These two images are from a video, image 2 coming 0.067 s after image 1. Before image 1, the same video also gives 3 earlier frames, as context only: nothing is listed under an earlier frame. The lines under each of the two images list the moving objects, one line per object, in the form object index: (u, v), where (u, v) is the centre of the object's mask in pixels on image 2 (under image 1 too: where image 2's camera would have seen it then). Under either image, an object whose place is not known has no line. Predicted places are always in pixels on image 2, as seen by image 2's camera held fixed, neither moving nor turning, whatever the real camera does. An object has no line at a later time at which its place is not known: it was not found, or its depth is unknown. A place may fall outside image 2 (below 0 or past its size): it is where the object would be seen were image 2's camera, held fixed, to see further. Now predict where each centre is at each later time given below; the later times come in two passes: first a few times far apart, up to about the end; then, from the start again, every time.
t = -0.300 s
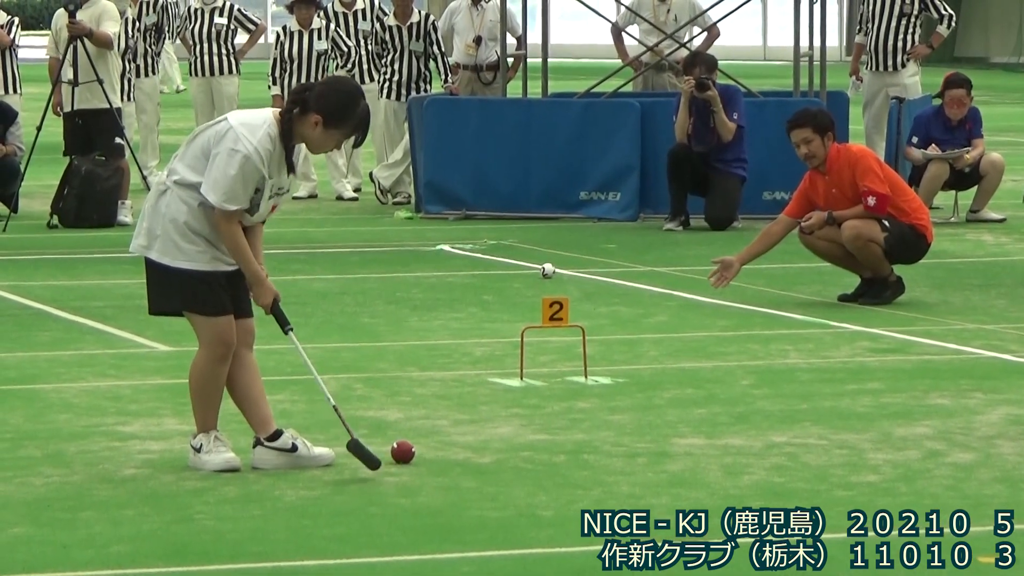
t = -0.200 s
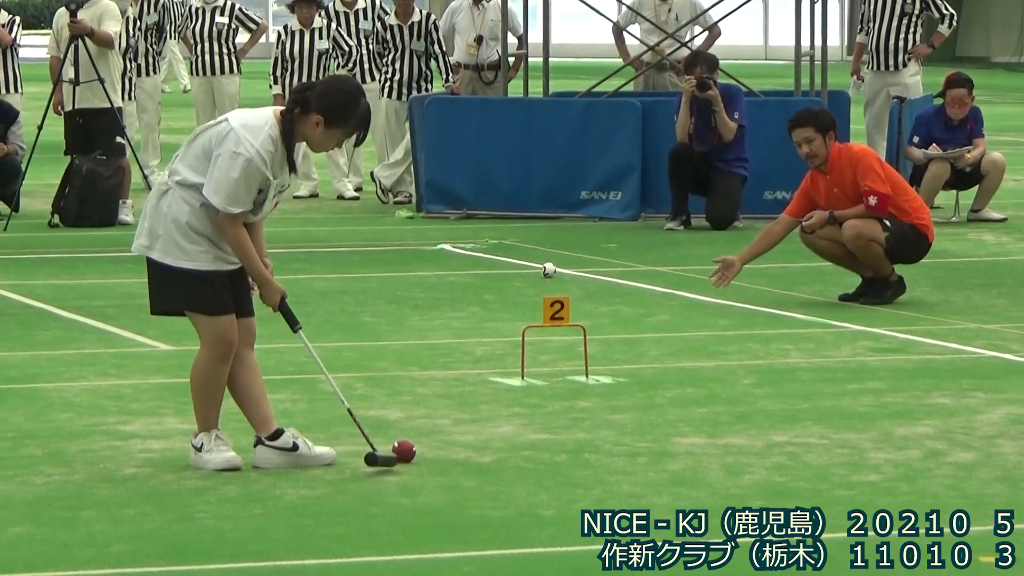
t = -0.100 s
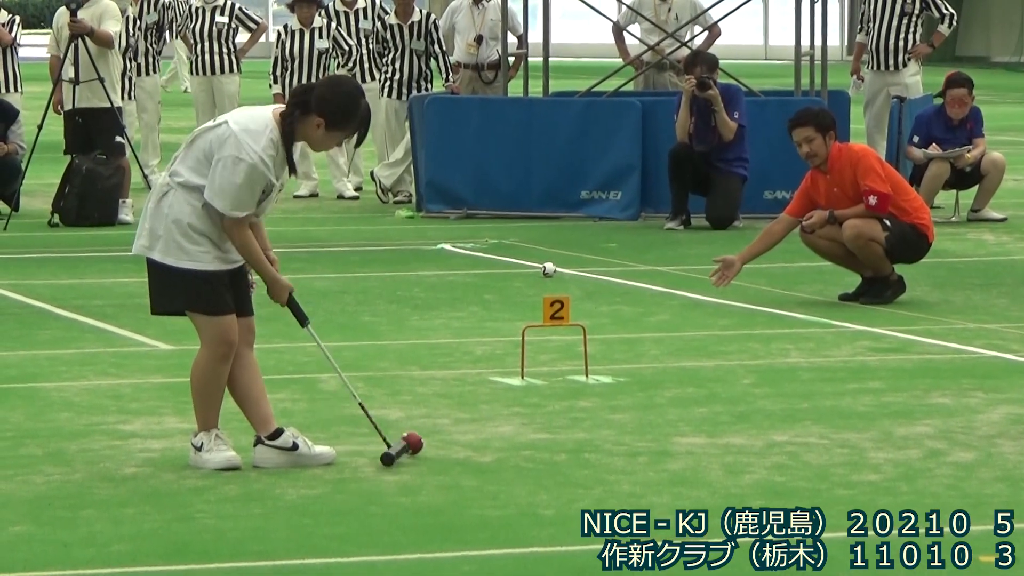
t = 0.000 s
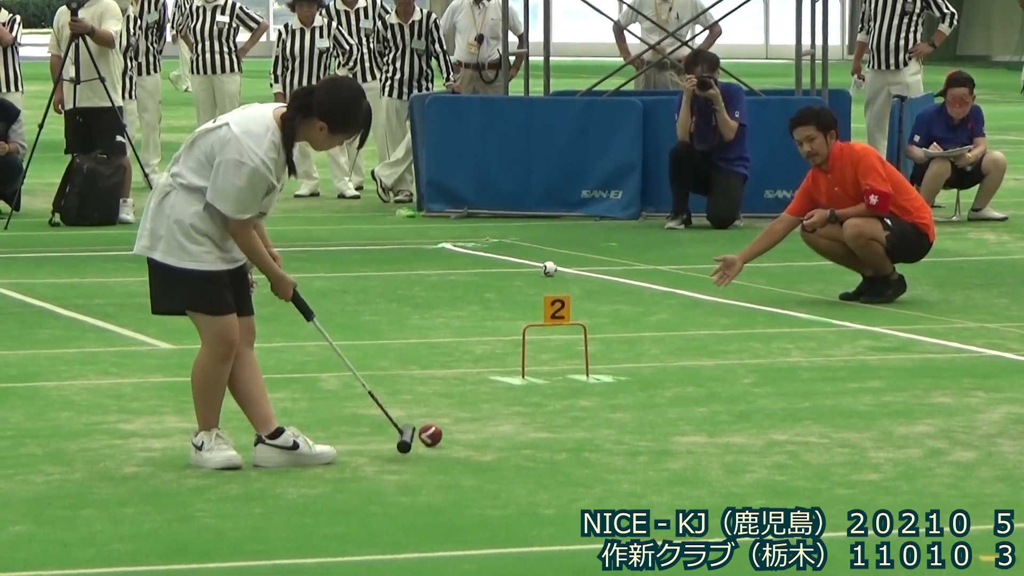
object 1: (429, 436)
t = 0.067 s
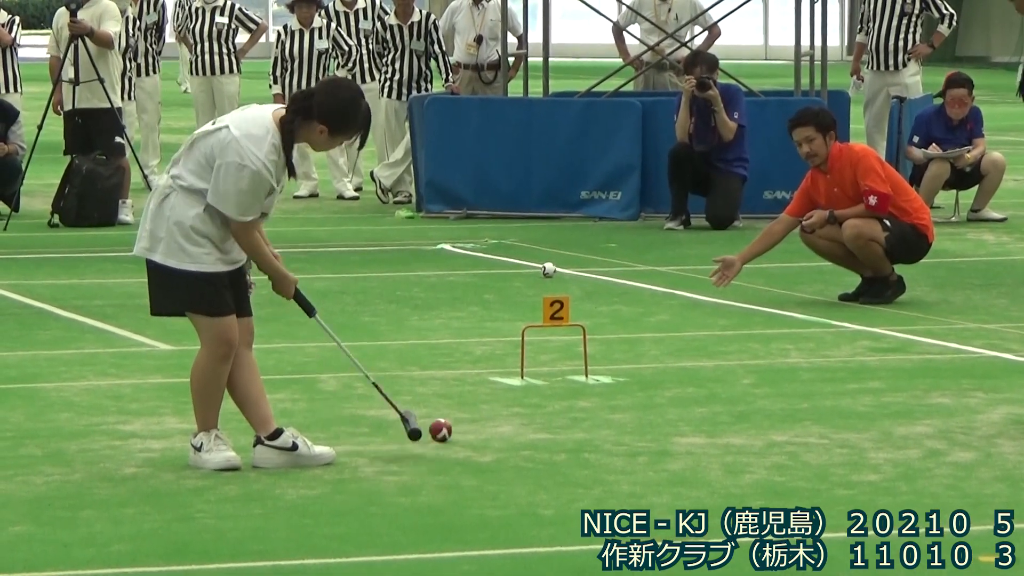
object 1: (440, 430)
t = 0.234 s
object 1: (462, 419)
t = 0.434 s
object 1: (482, 407)
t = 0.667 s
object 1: (502, 394)
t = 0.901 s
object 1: (519, 384)
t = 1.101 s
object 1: (532, 377)
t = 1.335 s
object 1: (545, 369)
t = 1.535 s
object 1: (555, 363)
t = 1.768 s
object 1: (564, 357)
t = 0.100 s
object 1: (446, 429)
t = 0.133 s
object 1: (450, 426)
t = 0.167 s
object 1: (454, 424)
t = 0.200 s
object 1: (458, 421)
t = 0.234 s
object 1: (462, 419)
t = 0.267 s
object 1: (465, 417)
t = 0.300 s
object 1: (469, 415)
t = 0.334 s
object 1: (472, 413)
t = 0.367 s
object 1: (476, 411)
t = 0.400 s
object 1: (479, 409)
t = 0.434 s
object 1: (482, 407)
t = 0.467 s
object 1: (485, 405)
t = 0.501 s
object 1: (488, 404)
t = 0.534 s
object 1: (491, 402)
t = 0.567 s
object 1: (493, 400)
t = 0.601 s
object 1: (497, 398)
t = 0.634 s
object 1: (499, 396)
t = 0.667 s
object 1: (502, 394)
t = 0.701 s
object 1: (504, 392)
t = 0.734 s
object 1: (507, 391)
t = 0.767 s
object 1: (509, 390)
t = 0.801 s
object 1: (512, 389)
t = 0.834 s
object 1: (515, 387)
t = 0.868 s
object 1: (517, 386)
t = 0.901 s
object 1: (519, 384)
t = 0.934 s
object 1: (522, 383)
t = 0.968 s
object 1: (524, 381)
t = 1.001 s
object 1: (526, 380)
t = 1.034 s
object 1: (529, 379)
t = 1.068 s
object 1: (530, 378)
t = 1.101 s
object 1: (532, 377)
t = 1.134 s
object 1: (534, 375)
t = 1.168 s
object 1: (536, 374)
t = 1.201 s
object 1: (538, 372)
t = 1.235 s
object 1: (540, 371)
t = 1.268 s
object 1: (541, 371)
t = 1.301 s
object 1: (543, 370)
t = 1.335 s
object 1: (545, 369)
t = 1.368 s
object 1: (547, 368)
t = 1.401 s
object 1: (548, 367)
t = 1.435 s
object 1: (550, 367)
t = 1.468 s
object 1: (551, 365)
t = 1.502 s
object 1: (553, 364)
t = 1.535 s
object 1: (555, 363)
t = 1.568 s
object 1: (556, 362)
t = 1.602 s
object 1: (557, 361)
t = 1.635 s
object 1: (558, 360)
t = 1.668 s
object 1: (560, 359)
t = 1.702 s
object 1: (561, 359)
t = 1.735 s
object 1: (563, 357)
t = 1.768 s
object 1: (564, 357)
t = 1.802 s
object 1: (564, 356)
